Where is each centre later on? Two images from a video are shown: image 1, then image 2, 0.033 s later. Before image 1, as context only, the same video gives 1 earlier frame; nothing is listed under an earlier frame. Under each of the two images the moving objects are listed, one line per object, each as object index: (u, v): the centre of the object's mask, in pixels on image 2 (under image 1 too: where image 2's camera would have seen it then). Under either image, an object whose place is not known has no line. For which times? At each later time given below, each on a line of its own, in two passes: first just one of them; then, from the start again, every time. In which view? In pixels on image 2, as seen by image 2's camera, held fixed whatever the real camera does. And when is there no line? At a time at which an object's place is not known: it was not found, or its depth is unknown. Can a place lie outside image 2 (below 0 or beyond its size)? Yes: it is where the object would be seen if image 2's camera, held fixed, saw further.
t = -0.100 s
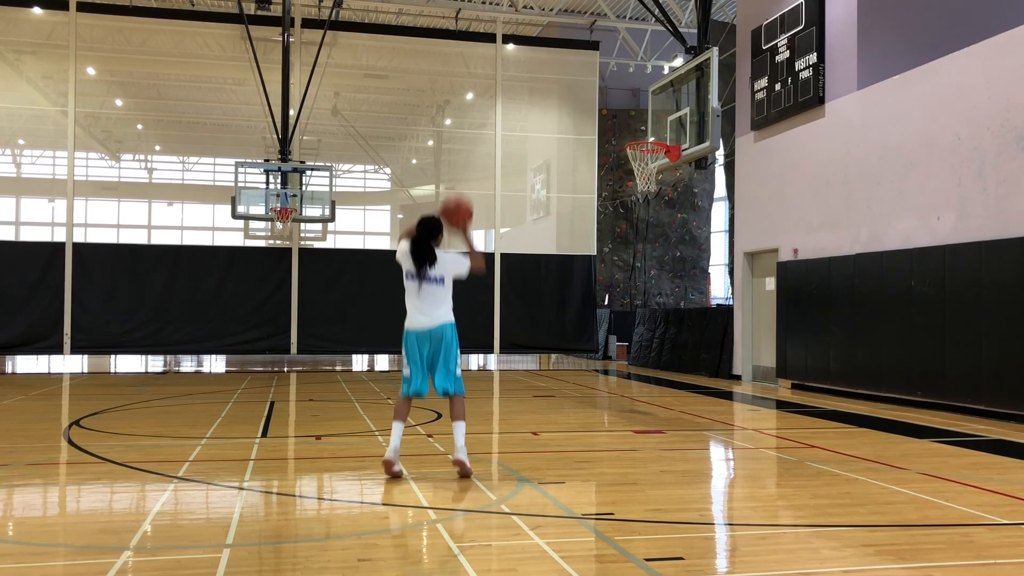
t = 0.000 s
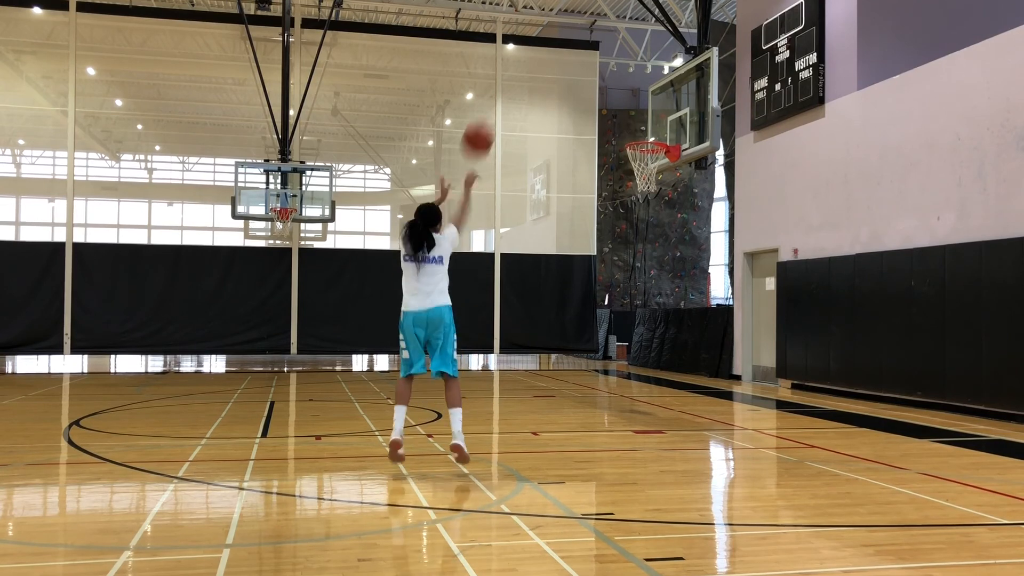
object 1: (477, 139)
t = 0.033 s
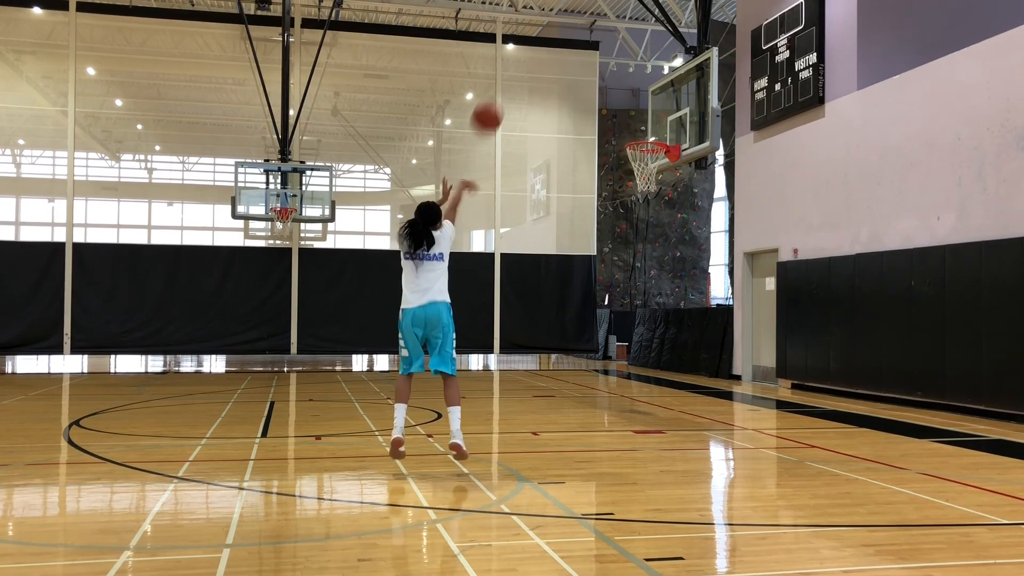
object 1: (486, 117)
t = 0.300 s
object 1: (548, 15)
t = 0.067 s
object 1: (496, 97)
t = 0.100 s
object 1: (505, 80)
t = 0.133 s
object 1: (513, 65)
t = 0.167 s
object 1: (521, 50)
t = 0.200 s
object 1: (528, 40)
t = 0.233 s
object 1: (534, 31)
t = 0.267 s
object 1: (542, 23)
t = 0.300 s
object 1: (548, 15)
